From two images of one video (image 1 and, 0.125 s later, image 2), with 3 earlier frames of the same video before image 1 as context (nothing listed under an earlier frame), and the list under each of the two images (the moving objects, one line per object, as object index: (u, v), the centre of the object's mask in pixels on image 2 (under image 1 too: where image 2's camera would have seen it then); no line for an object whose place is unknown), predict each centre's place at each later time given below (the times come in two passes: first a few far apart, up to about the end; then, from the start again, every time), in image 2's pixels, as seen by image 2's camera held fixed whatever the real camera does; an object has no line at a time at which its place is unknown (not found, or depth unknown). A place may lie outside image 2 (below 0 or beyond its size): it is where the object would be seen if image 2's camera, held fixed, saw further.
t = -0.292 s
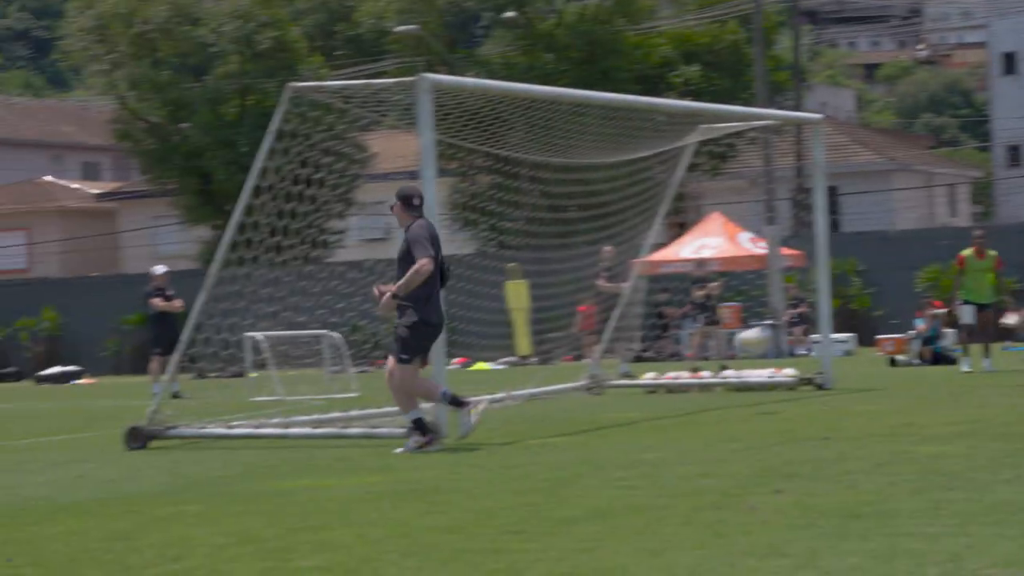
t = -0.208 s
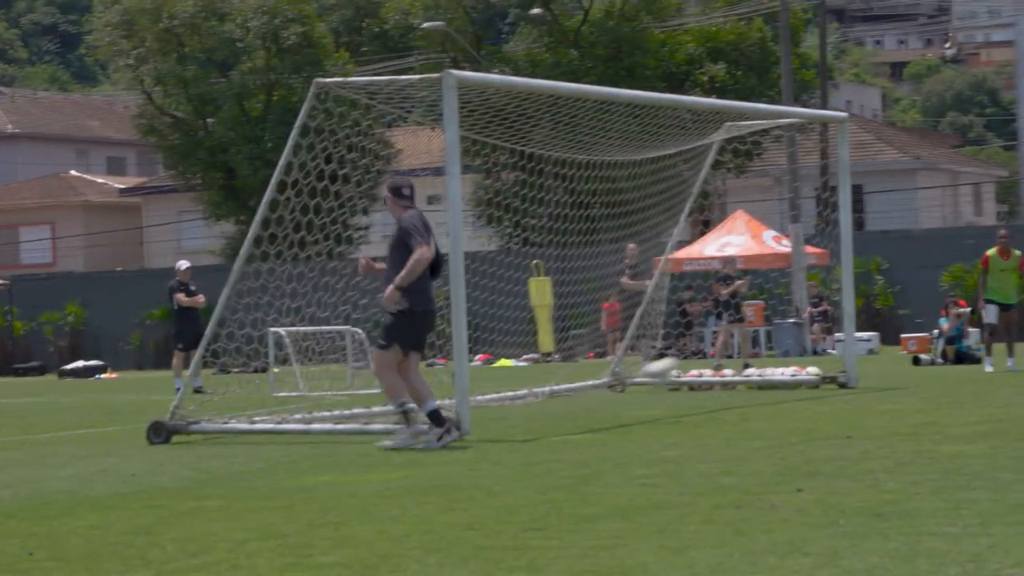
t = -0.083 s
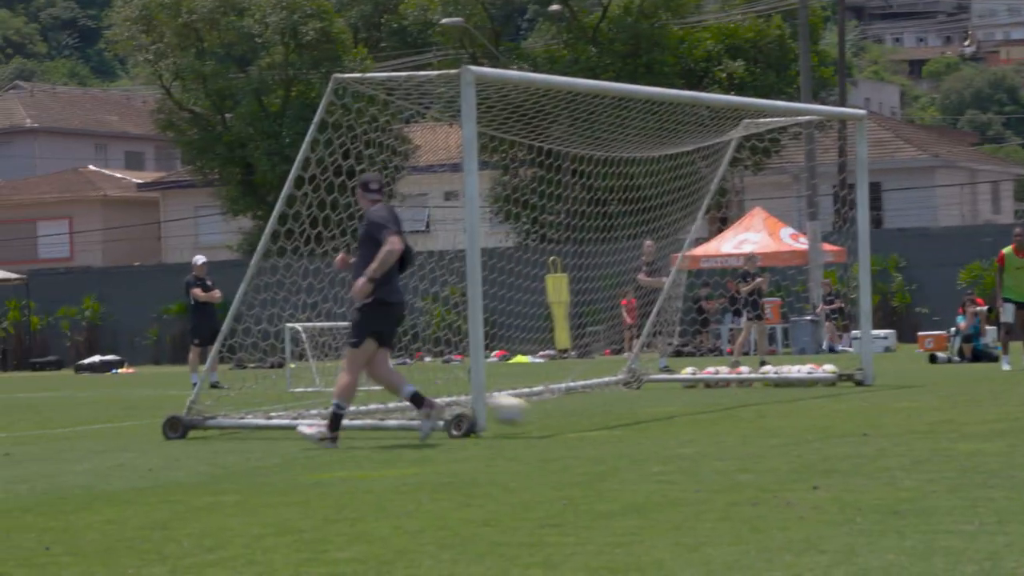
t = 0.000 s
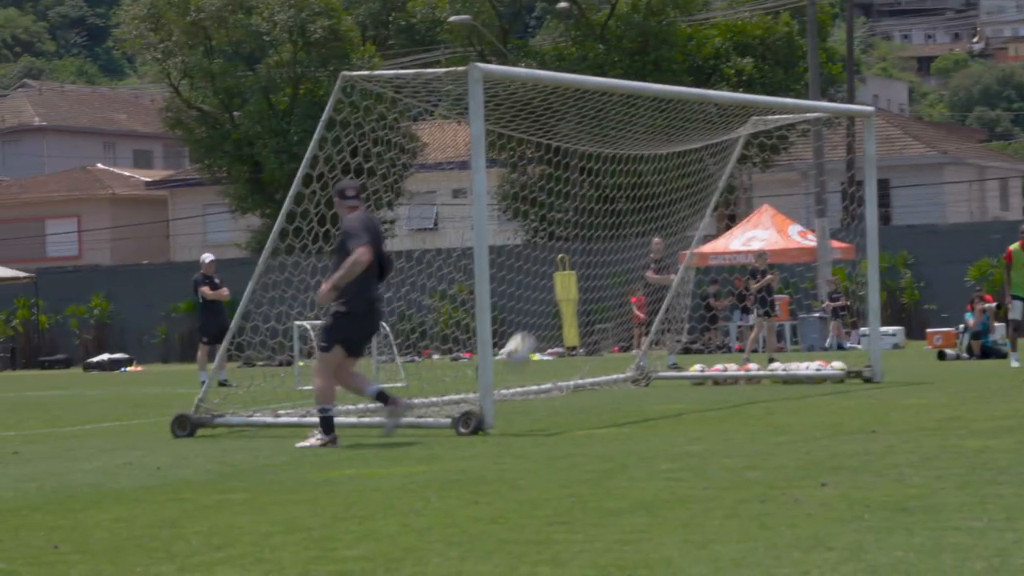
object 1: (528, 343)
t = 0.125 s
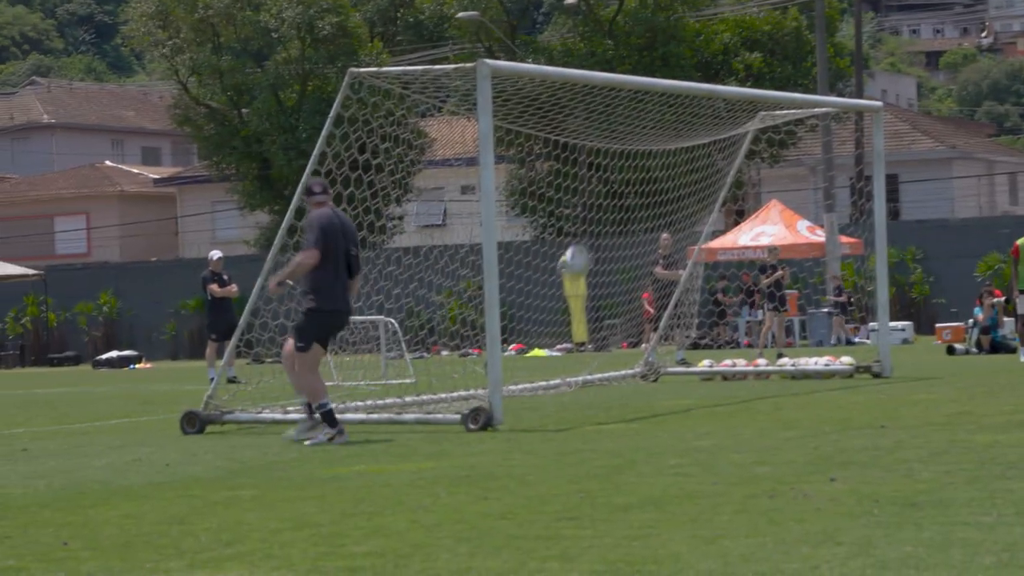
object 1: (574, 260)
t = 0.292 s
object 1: (636, 183)
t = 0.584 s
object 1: (736, 135)
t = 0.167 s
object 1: (591, 239)
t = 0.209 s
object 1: (606, 218)
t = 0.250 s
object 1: (620, 200)
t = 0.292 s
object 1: (636, 183)
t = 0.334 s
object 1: (650, 171)
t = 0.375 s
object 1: (664, 159)
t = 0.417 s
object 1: (679, 151)
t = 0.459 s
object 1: (694, 143)
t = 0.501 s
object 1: (708, 139)
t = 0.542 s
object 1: (722, 137)
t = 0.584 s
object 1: (736, 135)
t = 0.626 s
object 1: (751, 139)
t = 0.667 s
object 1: (764, 144)
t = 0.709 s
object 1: (776, 150)
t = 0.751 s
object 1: (790, 157)
